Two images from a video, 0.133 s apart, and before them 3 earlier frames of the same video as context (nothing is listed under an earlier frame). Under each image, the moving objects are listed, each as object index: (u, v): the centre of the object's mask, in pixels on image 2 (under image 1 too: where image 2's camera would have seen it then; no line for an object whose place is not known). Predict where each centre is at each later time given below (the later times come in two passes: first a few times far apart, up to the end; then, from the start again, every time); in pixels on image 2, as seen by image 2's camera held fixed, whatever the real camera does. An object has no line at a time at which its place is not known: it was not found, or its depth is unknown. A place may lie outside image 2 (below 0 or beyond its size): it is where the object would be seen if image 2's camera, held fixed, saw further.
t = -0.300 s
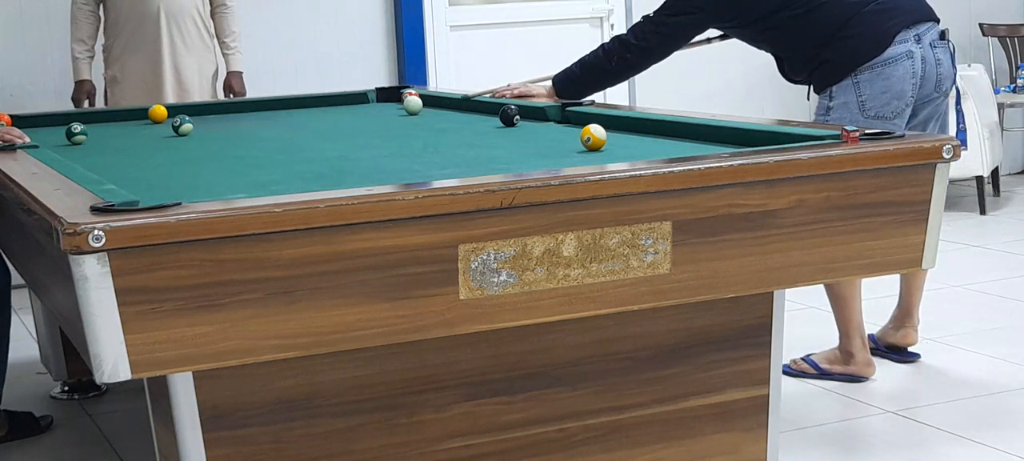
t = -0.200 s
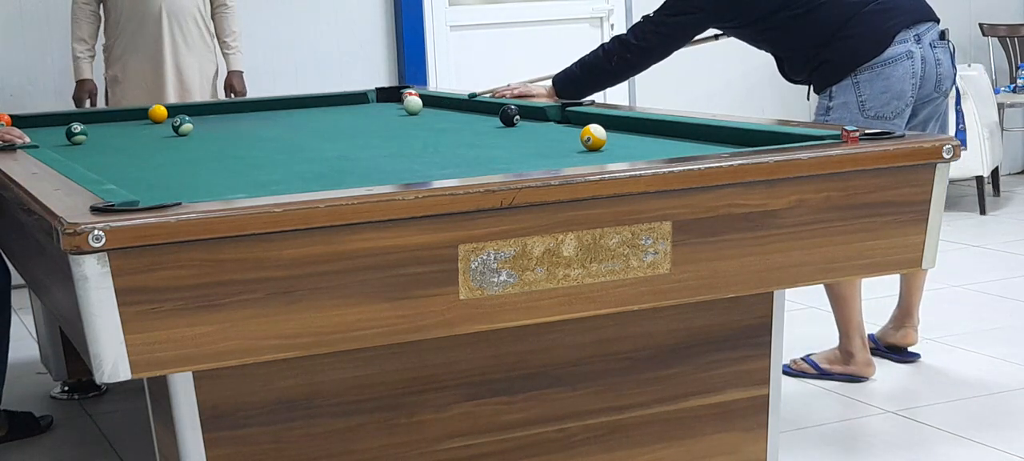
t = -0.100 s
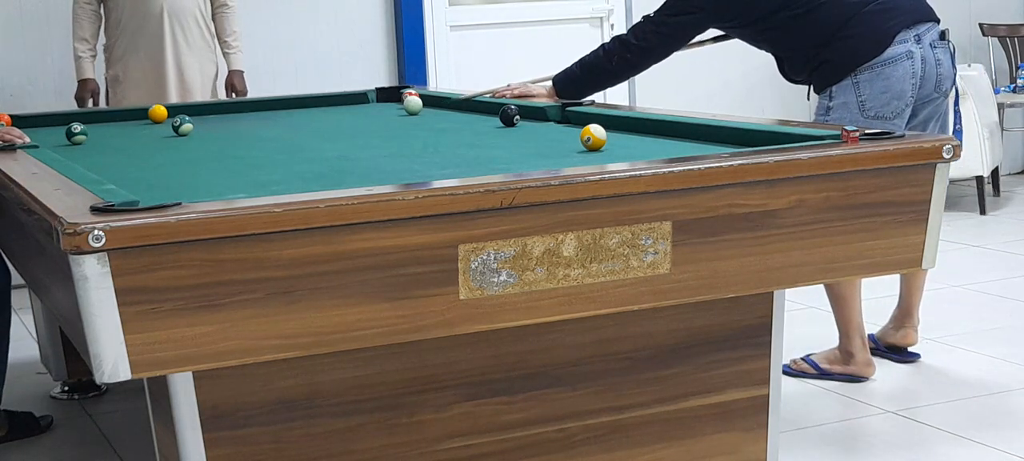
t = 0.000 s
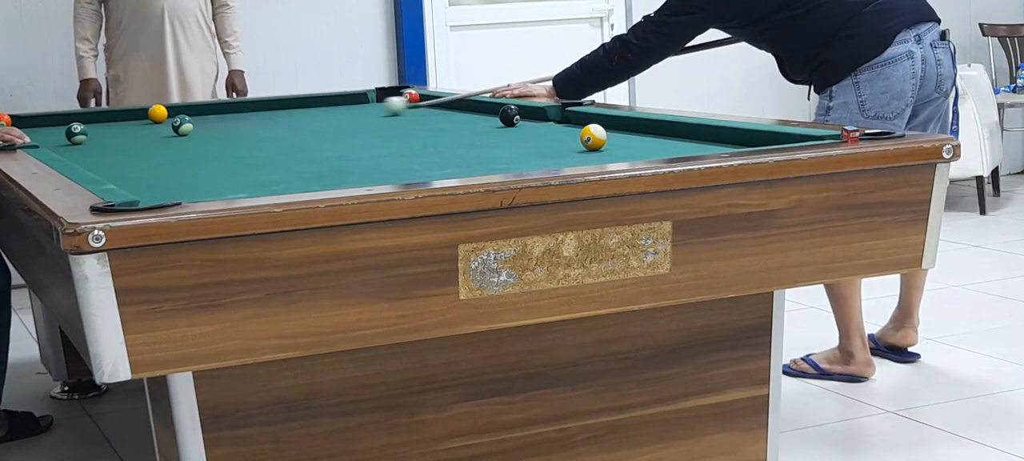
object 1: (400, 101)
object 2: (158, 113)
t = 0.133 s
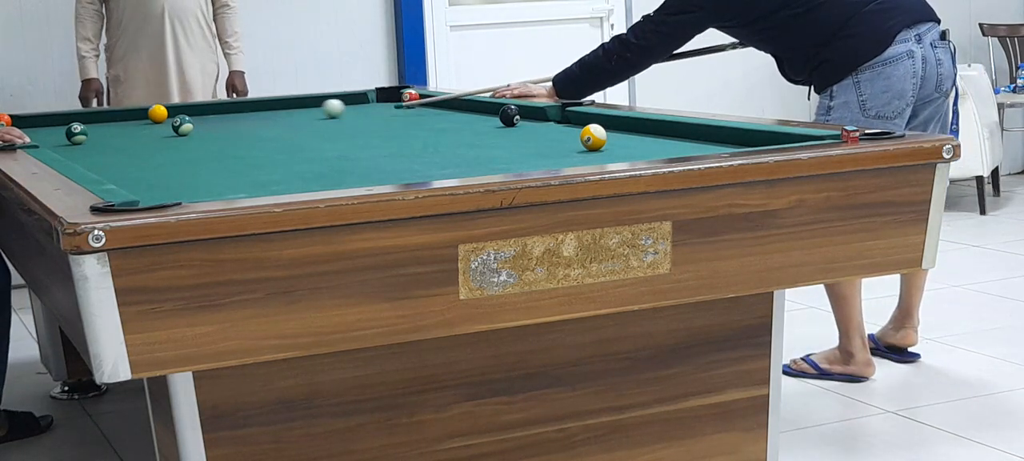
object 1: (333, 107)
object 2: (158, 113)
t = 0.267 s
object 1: (280, 110)
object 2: (158, 113)
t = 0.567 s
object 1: (165, 115)
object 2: (154, 112)
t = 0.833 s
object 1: (63, 119)
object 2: (158, 114)
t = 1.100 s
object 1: (9, 121)
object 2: (158, 114)
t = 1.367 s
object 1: (38, 121)
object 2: (158, 113)
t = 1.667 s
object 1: (68, 118)
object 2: (158, 114)
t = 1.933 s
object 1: (94, 118)
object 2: (158, 113)
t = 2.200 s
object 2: (158, 113)
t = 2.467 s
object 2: (158, 114)
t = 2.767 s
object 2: (164, 113)
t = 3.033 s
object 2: (168, 112)
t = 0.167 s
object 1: (320, 108)
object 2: (158, 113)
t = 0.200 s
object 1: (306, 109)
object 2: (158, 113)
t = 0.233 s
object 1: (293, 109)
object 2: (158, 113)
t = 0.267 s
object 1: (280, 110)
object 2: (158, 113)
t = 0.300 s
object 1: (267, 111)
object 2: (158, 113)
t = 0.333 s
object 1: (254, 111)
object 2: (158, 113)
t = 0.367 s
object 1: (241, 111)
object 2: (158, 113)
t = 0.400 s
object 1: (228, 112)
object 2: (158, 113)
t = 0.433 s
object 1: (215, 113)
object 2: (158, 113)
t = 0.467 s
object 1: (202, 113)
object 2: (158, 113)
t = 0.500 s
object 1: (190, 112)
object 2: (158, 113)
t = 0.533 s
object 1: (176, 112)
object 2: (157, 113)
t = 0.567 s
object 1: (165, 115)
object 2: (154, 112)
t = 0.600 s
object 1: (150, 116)
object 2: (161, 111)
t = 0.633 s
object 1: (138, 116)
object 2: (158, 113)
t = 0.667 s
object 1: (126, 117)
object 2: (158, 113)
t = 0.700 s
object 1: (114, 117)
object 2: (158, 113)
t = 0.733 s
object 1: (102, 118)
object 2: (158, 113)
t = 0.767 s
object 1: (89, 118)
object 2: (158, 113)
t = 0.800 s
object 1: (77, 117)
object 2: (158, 113)
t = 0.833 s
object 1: (63, 119)
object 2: (158, 114)
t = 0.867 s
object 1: (52, 120)
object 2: (158, 114)
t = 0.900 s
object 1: (40, 120)
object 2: (158, 114)
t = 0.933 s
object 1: (27, 121)
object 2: (158, 114)
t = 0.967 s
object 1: (17, 120)
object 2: (158, 114)
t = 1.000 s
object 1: (10, 121)
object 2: (158, 114)
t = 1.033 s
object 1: (6, 121)
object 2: (158, 114)
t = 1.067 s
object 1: (6, 121)
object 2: (158, 114)
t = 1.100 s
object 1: (9, 121)
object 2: (158, 114)
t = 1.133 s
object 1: (12, 121)
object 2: (158, 114)
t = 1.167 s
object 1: (16, 121)
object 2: (158, 114)
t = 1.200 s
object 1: (19, 121)
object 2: (158, 114)
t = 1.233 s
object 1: (23, 121)
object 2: (158, 114)
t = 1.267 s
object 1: (27, 121)
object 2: (158, 113)
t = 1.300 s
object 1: (30, 121)
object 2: (158, 114)
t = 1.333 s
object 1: (35, 121)
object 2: (158, 113)
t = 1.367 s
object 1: (38, 121)
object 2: (158, 113)
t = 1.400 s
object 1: (42, 121)
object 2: (158, 114)
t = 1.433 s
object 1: (45, 120)
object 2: (158, 114)
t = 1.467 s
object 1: (49, 120)
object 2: (158, 113)
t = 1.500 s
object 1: (52, 120)
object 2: (158, 113)
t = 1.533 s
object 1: (55, 120)
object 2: (158, 113)
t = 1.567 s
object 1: (59, 120)
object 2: (158, 113)
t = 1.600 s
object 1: (62, 119)
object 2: (158, 113)
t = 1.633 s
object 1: (65, 119)
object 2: (158, 114)
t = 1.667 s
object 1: (68, 118)
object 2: (158, 114)
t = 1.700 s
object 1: (72, 117)
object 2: (158, 114)
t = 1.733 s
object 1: (76, 117)
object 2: (158, 114)
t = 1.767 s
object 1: (79, 117)
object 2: (158, 114)
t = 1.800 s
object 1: (82, 117)
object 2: (158, 114)
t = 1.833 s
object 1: (86, 117)
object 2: (158, 113)
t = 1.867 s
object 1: (89, 118)
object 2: (158, 113)
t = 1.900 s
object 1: (91, 118)
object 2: (158, 113)
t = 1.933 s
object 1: (94, 118)
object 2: (158, 113)
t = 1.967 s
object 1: (97, 117)
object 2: (158, 113)
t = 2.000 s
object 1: (100, 117)
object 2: (158, 113)
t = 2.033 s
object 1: (103, 117)
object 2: (158, 113)
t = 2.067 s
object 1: (106, 117)
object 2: (158, 113)
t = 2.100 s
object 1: (109, 117)
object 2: (158, 113)
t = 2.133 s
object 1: (112, 117)
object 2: (158, 113)
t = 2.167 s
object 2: (158, 113)
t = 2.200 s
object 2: (158, 113)
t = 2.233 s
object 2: (158, 113)
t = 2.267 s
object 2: (158, 113)
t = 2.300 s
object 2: (158, 114)
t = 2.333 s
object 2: (158, 114)
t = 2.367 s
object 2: (158, 114)
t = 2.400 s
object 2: (158, 114)
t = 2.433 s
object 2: (158, 113)
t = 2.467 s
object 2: (158, 114)
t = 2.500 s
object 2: (158, 114)
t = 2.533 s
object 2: (158, 114)
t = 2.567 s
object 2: (159, 113)
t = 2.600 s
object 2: (160, 113)
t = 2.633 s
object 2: (161, 113)
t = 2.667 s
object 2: (162, 113)
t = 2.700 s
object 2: (163, 113)
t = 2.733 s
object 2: (164, 113)
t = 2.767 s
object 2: (164, 113)
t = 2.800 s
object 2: (165, 113)
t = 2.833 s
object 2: (166, 113)
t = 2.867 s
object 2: (166, 112)
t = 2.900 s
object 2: (167, 112)
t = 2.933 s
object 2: (167, 112)
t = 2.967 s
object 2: (168, 112)
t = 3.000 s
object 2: (168, 112)
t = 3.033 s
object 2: (168, 112)
